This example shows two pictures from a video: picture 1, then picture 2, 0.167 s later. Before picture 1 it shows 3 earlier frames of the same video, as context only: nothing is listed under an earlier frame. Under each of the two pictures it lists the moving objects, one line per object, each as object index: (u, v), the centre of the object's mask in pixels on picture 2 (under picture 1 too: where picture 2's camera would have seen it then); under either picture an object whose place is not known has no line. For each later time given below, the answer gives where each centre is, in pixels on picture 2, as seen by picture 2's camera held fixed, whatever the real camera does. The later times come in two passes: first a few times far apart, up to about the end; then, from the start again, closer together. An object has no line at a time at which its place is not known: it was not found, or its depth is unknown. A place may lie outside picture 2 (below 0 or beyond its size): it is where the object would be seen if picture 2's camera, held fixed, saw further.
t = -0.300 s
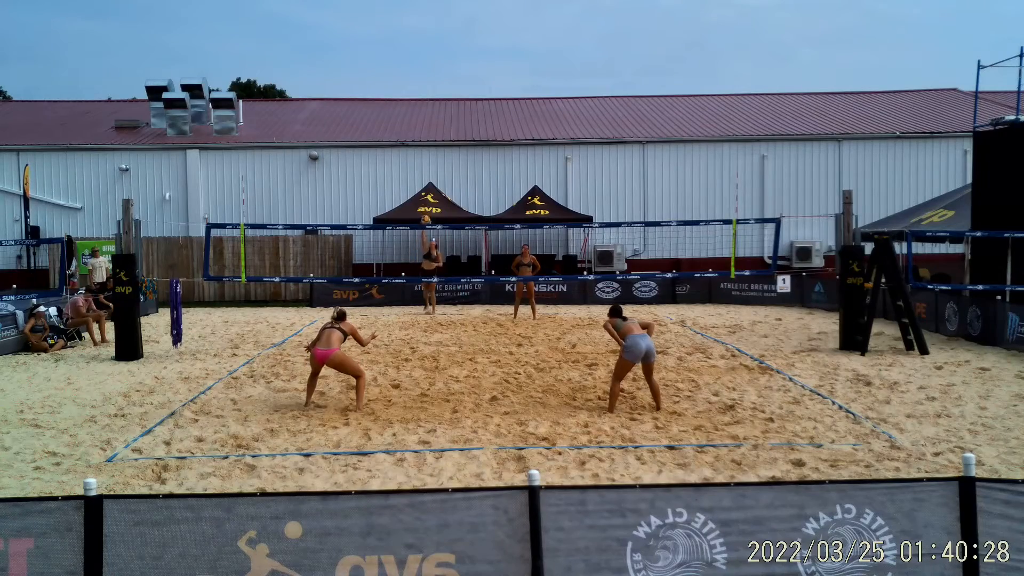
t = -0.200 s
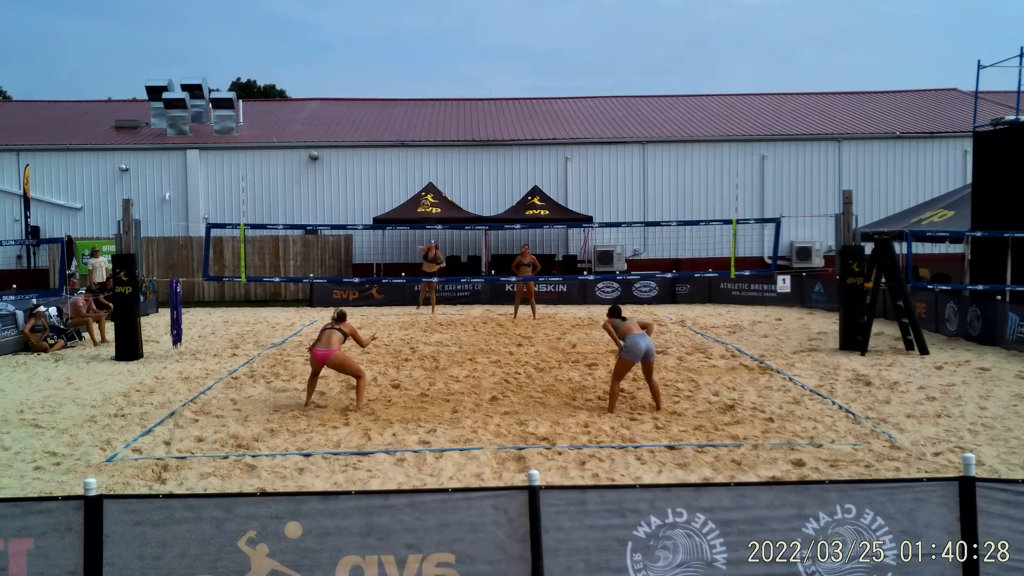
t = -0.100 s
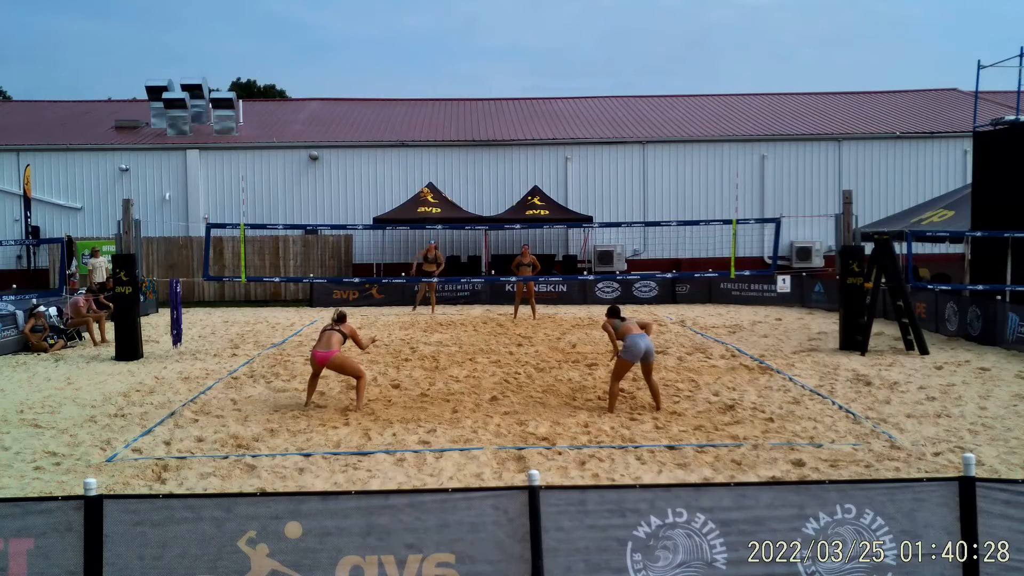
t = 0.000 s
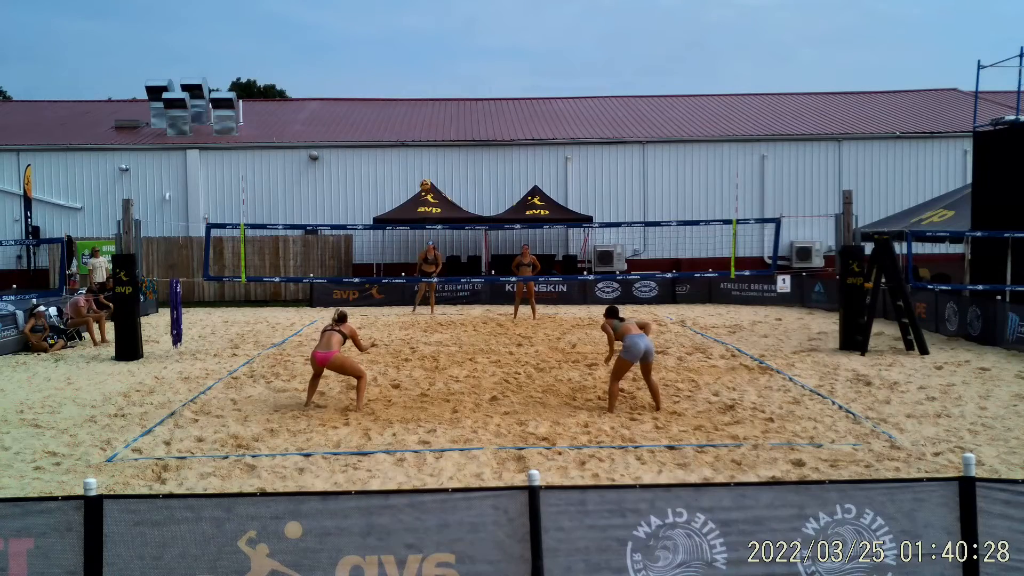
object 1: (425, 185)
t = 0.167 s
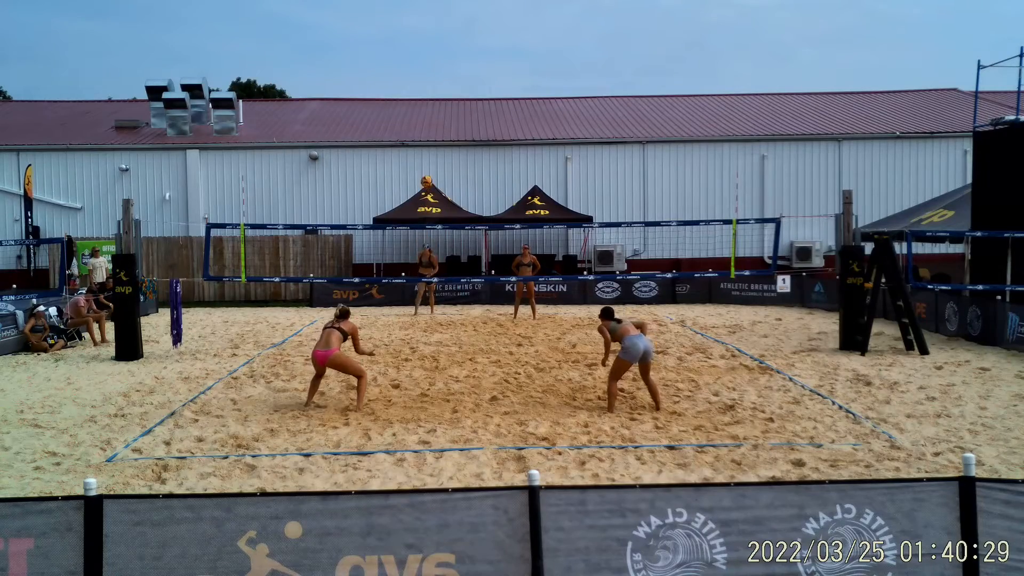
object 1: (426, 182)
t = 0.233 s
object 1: (428, 184)
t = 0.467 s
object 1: (436, 225)
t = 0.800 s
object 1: (457, 425)
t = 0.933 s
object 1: (482, 413)
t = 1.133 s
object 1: (531, 396)
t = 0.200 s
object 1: (427, 183)
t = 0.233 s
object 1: (428, 184)
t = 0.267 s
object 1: (429, 187)
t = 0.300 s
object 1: (431, 190)
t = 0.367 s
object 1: (432, 200)
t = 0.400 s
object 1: (434, 207)
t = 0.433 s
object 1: (435, 216)
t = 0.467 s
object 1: (436, 225)
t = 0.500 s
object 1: (437, 236)
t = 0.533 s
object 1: (439, 249)
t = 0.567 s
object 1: (440, 264)
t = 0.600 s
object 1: (442, 280)
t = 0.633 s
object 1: (443, 298)
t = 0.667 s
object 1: (445, 318)
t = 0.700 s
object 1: (447, 340)
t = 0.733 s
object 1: (451, 366)
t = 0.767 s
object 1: (453, 393)
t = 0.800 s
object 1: (457, 425)
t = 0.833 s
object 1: (462, 436)
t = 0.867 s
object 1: (468, 427)
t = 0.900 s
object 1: (475, 420)
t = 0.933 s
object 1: (482, 413)
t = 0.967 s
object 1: (489, 407)
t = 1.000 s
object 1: (497, 402)
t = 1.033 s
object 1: (505, 399)
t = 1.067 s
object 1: (513, 396)
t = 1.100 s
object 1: (522, 395)
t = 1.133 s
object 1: (531, 396)
